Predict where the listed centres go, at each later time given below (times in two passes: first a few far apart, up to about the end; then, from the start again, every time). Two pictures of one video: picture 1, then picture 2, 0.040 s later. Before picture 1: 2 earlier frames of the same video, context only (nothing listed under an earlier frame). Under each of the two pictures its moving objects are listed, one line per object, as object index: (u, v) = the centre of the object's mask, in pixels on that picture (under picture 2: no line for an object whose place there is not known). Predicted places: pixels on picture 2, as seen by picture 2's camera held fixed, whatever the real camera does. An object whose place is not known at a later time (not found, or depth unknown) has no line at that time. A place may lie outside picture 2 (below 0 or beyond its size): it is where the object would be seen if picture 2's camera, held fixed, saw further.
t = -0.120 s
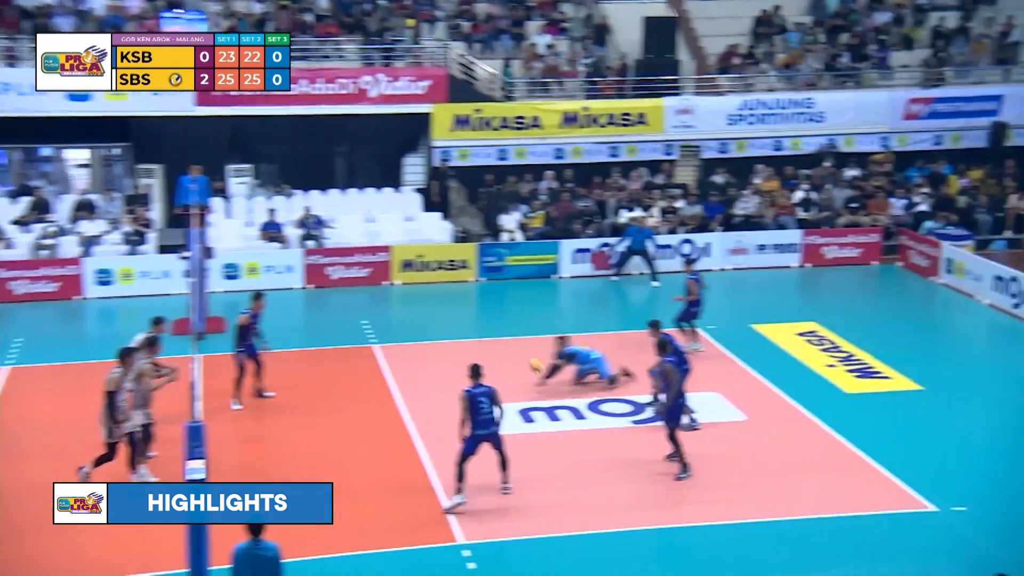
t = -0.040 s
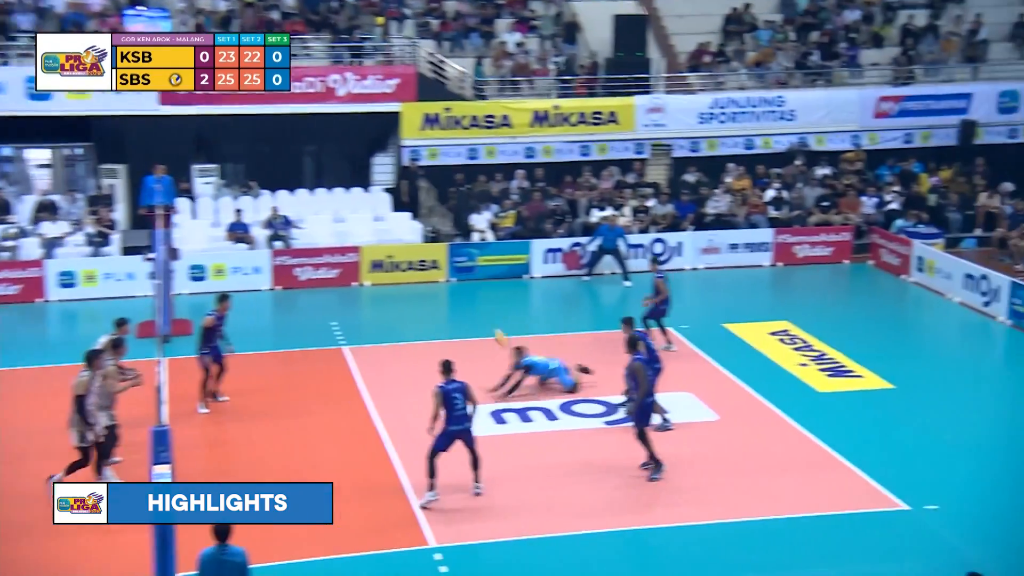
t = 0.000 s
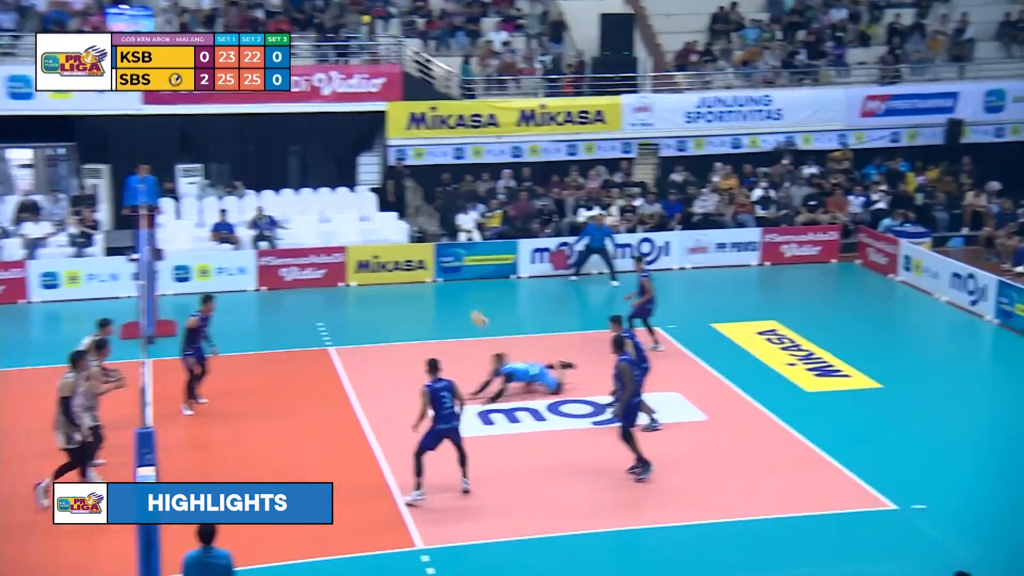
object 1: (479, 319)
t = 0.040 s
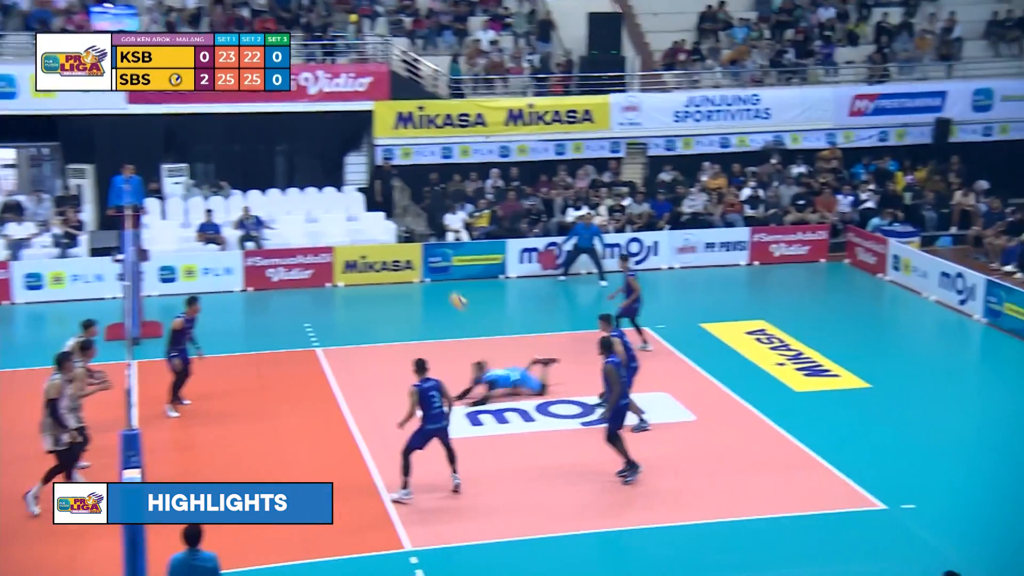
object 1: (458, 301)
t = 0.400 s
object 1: (378, 176)
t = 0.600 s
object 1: (334, 140)
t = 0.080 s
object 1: (448, 283)
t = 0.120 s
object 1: (438, 265)
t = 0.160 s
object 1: (430, 250)
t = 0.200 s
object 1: (421, 235)
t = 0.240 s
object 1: (413, 224)
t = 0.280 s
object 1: (405, 210)
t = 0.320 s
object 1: (395, 197)
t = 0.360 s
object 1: (388, 187)
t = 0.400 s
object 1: (378, 176)
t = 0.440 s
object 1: (370, 167)
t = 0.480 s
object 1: (360, 158)
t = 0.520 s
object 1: (351, 151)
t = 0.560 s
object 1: (343, 145)
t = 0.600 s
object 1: (334, 140)
